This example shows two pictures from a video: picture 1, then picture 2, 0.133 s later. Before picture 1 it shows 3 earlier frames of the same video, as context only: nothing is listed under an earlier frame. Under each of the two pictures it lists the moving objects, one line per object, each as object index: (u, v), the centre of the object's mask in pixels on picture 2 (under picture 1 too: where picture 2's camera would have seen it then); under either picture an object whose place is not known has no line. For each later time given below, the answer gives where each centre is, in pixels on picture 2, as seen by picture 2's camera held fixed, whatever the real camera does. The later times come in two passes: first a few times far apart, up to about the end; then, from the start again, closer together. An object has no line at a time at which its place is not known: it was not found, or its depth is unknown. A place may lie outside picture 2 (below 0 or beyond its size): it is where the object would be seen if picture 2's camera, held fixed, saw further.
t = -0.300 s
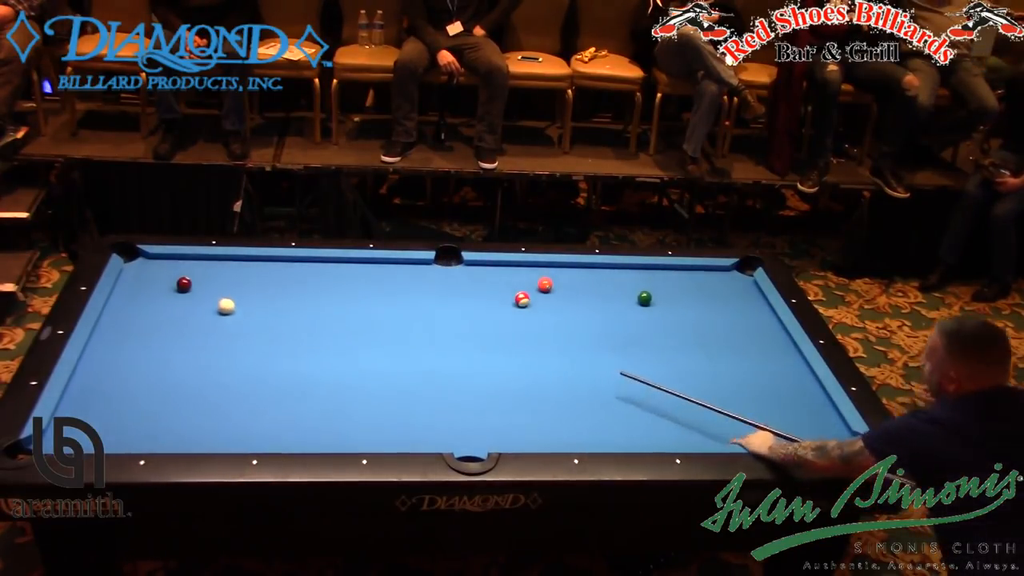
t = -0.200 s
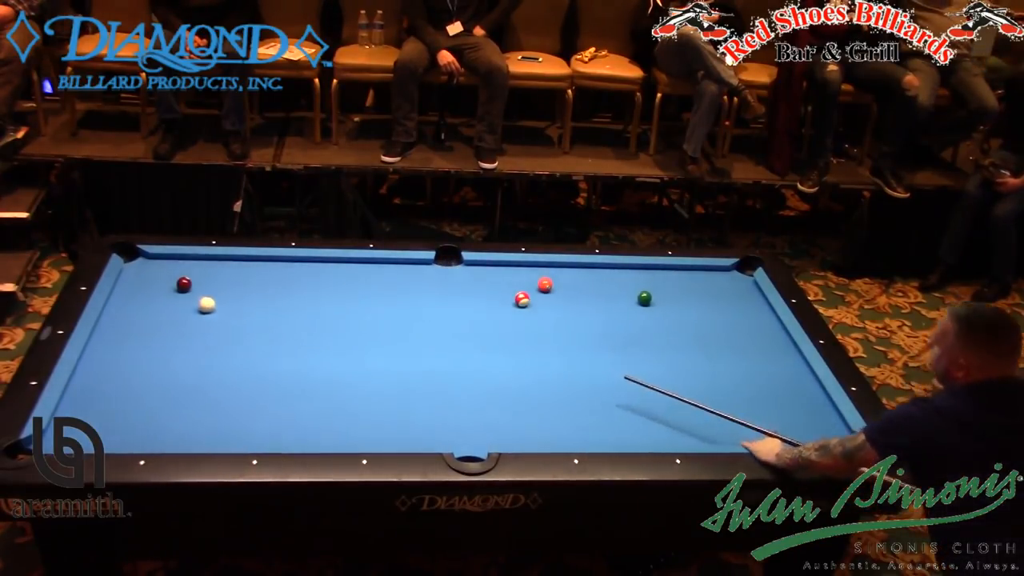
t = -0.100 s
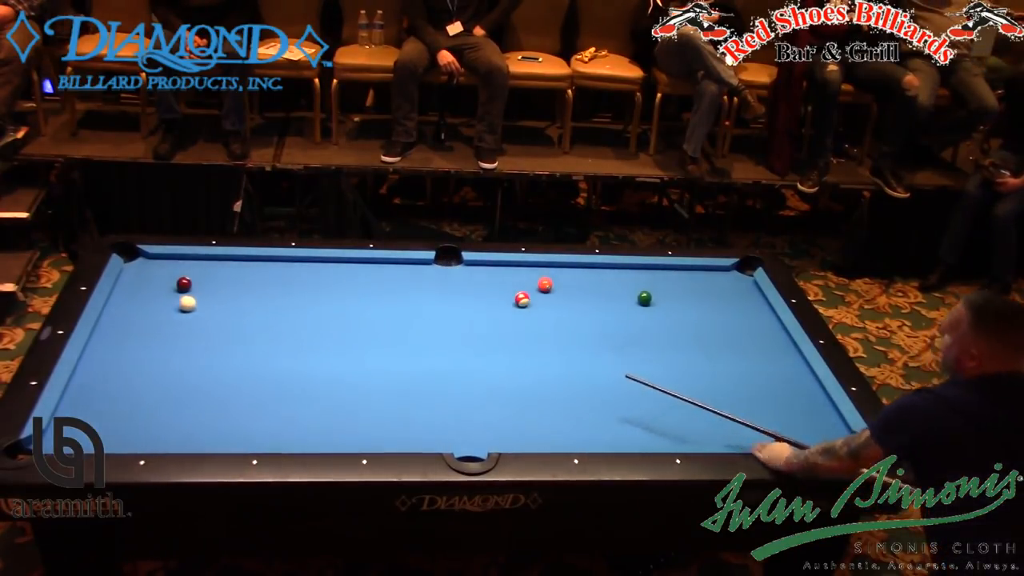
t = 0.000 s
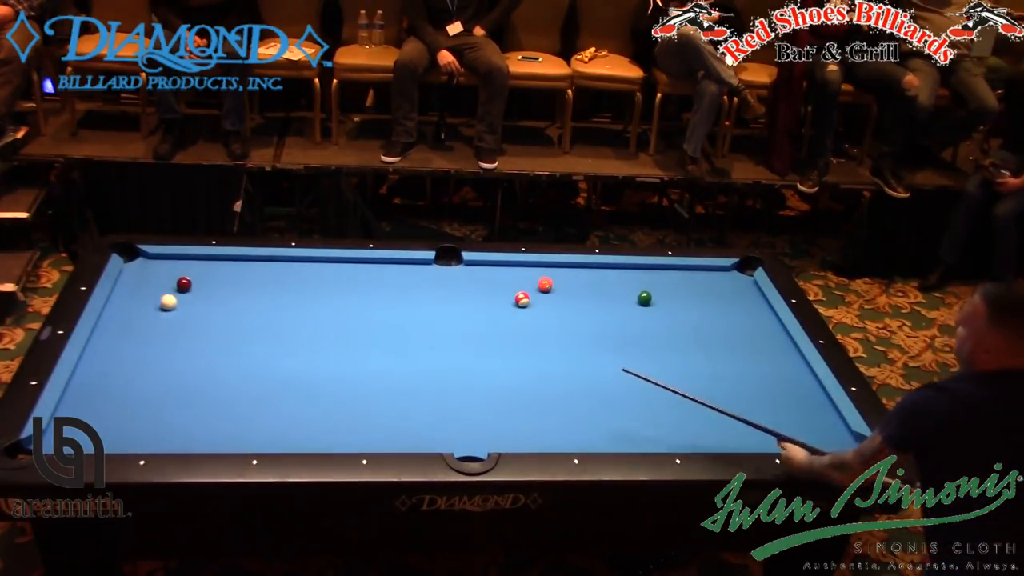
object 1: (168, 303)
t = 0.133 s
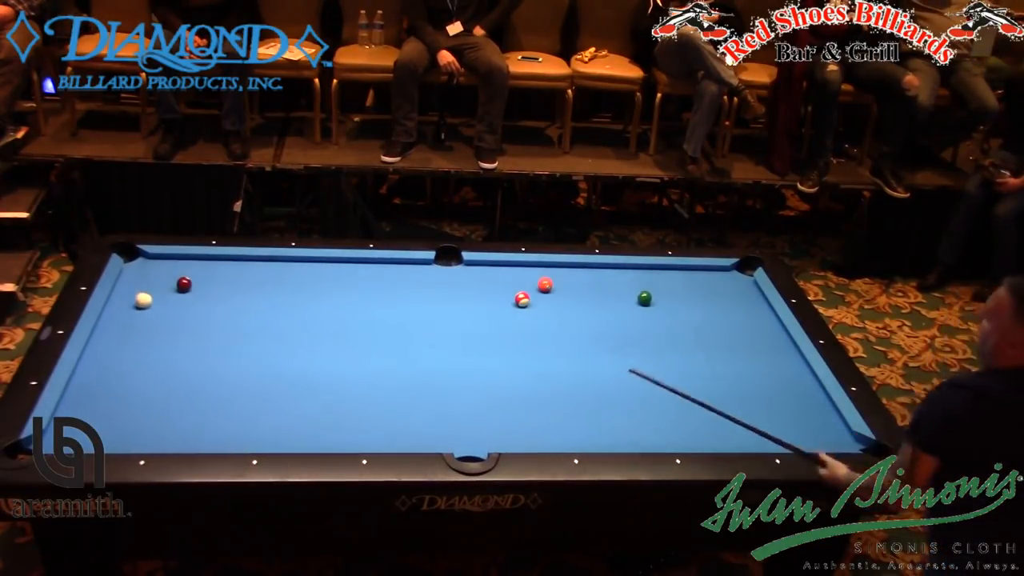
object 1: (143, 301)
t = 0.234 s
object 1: (124, 299)
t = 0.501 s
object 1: (136, 301)
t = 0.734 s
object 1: (157, 303)
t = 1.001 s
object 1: (179, 305)
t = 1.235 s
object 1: (198, 307)
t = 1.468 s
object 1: (215, 309)
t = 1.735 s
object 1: (233, 311)
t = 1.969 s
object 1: (248, 312)
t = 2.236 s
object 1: (263, 313)
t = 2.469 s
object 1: (275, 314)
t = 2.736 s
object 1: (288, 315)
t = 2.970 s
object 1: (297, 316)
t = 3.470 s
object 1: (313, 318)
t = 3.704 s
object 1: (318, 319)
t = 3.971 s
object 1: (323, 319)
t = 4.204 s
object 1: (326, 319)
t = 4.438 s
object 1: (328, 319)
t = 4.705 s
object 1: (329, 319)
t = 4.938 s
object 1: (329, 319)
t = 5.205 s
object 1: (329, 319)
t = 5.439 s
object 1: (329, 319)
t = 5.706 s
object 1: (329, 319)
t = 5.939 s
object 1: (329, 319)
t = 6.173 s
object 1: (329, 319)
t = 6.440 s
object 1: (329, 319)
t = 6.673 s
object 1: (329, 319)
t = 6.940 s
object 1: (329, 319)
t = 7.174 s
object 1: (329, 319)
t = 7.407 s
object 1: (329, 319)
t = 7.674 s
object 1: (329, 319)
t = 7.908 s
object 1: (329, 319)
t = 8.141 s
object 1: (330, 319)
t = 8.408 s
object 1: (329, 319)
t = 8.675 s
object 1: (329, 319)
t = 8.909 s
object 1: (329, 319)
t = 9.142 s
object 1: (328, 319)
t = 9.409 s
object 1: (329, 319)
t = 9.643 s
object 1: (329, 319)
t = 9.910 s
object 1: (329, 319)
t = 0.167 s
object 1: (137, 300)
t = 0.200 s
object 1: (130, 300)
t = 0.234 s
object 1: (124, 299)
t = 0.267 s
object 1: (118, 299)
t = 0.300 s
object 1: (115, 299)
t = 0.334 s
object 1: (119, 299)
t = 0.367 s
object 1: (124, 300)
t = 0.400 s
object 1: (127, 300)
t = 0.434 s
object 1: (130, 300)
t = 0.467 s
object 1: (133, 301)
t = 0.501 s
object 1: (136, 301)
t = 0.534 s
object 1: (139, 301)
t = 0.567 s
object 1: (142, 301)
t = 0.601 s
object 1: (145, 302)
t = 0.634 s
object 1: (148, 302)
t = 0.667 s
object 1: (151, 303)
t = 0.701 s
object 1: (154, 303)
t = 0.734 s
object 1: (157, 303)
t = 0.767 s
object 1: (160, 303)
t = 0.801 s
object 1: (163, 304)
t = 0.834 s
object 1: (166, 304)
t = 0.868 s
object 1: (168, 304)
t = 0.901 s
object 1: (171, 305)
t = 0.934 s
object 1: (174, 305)
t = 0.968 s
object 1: (177, 305)
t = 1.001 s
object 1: (179, 305)
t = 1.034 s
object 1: (182, 306)
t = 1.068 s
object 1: (185, 306)
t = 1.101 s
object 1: (188, 306)
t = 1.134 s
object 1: (190, 306)
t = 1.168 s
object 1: (193, 307)
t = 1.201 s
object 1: (195, 307)
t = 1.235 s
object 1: (198, 307)
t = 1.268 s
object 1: (200, 307)
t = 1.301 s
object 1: (203, 308)
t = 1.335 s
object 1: (205, 308)
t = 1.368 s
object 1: (208, 308)
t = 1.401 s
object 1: (210, 308)
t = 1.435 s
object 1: (213, 309)
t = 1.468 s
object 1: (215, 309)
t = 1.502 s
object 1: (217, 309)
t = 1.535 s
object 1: (220, 309)
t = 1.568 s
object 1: (222, 310)
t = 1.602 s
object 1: (224, 309)
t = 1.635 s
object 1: (227, 310)
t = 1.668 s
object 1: (229, 310)
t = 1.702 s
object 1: (231, 310)
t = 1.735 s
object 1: (233, 311)
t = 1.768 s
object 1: (235, 311)
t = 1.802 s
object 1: (238, 311)
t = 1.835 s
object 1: (240, 311)
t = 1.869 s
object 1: (242, 311)
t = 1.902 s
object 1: (244, 312)
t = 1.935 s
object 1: (246, 312)
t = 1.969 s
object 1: (248, 312)
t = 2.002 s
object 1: (250, 312)
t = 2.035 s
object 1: (252, 312)
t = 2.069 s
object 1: (254, 312)
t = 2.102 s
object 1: (256, 312)
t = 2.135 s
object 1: (258, 313)
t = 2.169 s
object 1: (260, 313)
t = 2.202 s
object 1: (262, 313)
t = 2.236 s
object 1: (263, 313)
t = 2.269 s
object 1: (265, 313)
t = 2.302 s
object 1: (267, 313)
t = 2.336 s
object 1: (268, 314)
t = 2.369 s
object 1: (270, 314)
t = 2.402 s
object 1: (272, 314)
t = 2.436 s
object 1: (274, 314)
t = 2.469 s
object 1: (275, 314)
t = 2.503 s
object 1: (277, 314)
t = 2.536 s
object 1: (278, 314)
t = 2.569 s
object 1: (280, 315)
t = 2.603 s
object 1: (281, 315)
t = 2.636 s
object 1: (283, 315)
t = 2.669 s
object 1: (285, 315)
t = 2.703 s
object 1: (286, 315)
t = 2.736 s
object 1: (288, 315)
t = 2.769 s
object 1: (289, 316)
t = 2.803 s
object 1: (290, 316)
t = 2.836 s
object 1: (292, 316)
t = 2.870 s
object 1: (293, 316)
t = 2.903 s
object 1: (294, 316)
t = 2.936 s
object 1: (296, 316)
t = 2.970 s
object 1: (297, 316)
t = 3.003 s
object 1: (298, 317)
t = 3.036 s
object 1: (299, 317)
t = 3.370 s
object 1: (310, 318)
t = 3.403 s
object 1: (311, 318)
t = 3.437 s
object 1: (312, 318)
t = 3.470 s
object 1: (313, 318)
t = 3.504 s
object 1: (314, 318)
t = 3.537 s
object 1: (314, 319)
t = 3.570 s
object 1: (315, 319)
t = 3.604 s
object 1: (316, 319)
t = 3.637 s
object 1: (317, 319)
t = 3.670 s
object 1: (317, 319)
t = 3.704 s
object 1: (318, 319)
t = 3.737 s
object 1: (319, 319)
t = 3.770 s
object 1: (320, 319)
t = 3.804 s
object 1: (320, 319)
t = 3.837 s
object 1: (321, 319)
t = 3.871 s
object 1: (322, 319)
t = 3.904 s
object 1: (322, 319)
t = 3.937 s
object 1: (323, 319)
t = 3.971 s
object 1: (323, 319)
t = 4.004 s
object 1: (324, 319)
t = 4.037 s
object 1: (324, 319)
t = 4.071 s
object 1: (325, 319)
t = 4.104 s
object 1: (325, 319)
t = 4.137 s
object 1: (326, 319)
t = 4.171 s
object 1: (326, 319)
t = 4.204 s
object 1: (326, 319)
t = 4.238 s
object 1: (327, 319)
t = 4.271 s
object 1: (327, 319)
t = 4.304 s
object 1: (327, 319)
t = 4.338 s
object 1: (328, 319)
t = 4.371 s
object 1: (328, 319)
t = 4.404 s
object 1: (328, 319)
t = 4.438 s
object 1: (328, 319)
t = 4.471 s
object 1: (328, 319)
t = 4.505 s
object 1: (329, 319)
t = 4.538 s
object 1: (329, 319)
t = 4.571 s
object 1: (329, 319)
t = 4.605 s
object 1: (329, 319)
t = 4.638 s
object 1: (329, 319)
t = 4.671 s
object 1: (329, 319)
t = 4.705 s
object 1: (329, 319)
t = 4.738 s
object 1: (329, 319)
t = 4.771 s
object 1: (329, 319)
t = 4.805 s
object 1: (329, 319)
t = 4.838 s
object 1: (329, 319)
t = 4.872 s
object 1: (329, 319)
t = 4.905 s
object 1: (329, 319)
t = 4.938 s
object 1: (329, 319)
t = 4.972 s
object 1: (329, 319)
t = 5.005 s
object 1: (329, 319)
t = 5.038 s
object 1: (329, 319)
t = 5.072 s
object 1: (329, 319)
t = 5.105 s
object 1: (329, 319)
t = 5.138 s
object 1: (329, 319)
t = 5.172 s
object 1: (329, 319)
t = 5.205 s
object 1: (329, 319)
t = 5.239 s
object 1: (329, 319)
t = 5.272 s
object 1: (329, 319)
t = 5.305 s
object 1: (329, 319)
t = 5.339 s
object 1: (329, 319)
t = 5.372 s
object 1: (329, 319)
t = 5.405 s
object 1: (329, 319)
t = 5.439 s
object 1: (329, 319)
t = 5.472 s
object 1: (329, 319)
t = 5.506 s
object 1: (329, 319)
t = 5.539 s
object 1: (329, 319)
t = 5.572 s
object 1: (329, 319)
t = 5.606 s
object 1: (329, 319)
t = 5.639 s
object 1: (329, 319)
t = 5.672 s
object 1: (329, 319)
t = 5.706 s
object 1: (329, 319)
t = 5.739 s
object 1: (329, 319)
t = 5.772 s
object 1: (329, 319)
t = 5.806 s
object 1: (329, 319)
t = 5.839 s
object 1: (329, 319)
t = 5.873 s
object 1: (329, 319)
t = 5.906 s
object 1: (329, 319)
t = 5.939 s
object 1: (329, 319)
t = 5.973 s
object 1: (329, 319)
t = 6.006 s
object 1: (329, 319)
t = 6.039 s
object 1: (329, 319)
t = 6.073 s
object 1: (329, 319)
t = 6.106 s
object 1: (329, 319)
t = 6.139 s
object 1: (329, 319)
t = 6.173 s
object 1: (329, 319)
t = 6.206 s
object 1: (329, 319)
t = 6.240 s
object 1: (329, 319)
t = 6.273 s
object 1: (329, 319)
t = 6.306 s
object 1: (329, 319)
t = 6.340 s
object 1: (329, 319)
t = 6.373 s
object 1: (329, 319)
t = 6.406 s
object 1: (329, 319)
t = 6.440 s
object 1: (329, 319)
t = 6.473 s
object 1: (329, 319)
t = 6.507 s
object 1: (329, 319)
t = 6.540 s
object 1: (329, 319)
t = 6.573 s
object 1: (329, 319)
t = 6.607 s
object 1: (329, 319)
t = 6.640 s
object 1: (329, 319)
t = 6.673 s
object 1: (329, 319)
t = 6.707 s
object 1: (329, 319)
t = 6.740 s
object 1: (329, 319)
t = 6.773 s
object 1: (329, 319)
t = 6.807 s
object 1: (329, 319)
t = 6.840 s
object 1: (329, 319)
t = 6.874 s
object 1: (329, 319)
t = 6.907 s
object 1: (329, 319)
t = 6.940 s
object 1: (329, 319)
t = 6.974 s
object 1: (329, 319)
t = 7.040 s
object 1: (329, 319)
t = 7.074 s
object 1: (329, 319)
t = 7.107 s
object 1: (329, 319)
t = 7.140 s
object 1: (329, 319)
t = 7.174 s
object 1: (329, 319)
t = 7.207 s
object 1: (329, 319)
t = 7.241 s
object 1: (329, 319)
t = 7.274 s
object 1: (329, 319)
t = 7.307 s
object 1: (329, 319)
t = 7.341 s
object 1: (329, 319)
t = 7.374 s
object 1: (329, 319)
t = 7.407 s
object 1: (329, 319)
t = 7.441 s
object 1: (329, 319)
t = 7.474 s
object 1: (329, 319)
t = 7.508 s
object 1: (329, 319)
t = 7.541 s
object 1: (329, 319)
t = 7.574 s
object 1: (329, 319)
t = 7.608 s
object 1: (329, 319)
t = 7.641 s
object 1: (329, 319)
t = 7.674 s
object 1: (329, 319)
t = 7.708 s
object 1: (329, 319)
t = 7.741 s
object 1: (329, 319)
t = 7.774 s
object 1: (329, 319)
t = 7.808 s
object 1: (329, 319)
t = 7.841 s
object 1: (329, 319)
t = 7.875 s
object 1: (329, 319)
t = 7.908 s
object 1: (329, 319)
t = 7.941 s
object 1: (329, 319)
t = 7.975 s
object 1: (329, 319)
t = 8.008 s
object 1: (329, 319)
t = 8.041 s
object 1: (329, 319)
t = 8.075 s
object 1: (329, 319)
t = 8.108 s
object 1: (329, 319)
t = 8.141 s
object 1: (330, 319)
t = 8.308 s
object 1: (324, 315)
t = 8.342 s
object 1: (329, 319)
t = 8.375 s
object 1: (329, 319)
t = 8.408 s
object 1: (329, 319)
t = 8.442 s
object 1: (329, 319)
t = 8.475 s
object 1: (329, 319)
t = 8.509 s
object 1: (329, 319)
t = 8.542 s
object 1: (329, 319)
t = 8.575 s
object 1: (329, 319)
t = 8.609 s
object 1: (329, 319)
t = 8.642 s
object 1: (329, 319)
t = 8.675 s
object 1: (329, 319)
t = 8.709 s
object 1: (329, 319)
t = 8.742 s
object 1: (329, 319)
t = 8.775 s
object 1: (329, 319)
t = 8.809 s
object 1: (329, 319)
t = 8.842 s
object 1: (329, 319)
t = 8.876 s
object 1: (329, 319)
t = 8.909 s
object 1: (329, 319)
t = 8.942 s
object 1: (329, 319)
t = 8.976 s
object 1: (329, 319)
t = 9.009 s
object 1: (329, 319)
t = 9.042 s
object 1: (329, 319)
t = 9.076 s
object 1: (329, 319)
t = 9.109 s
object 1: (329, 319)
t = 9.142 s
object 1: (328, 319)
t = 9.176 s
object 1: (329, 319)
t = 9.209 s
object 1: (329, 319)
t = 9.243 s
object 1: (329, 319)
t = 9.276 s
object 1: (329, 319)
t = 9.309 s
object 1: (329, 319)
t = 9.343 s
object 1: (329, 319)
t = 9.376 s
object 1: (329, 319)
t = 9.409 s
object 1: (329, 319)
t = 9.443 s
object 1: (329, 319)
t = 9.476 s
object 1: (329, 319)
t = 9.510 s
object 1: (329, 319)
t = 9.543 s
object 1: (329, 319)
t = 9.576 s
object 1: (329, 319)
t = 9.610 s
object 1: (329, 319)
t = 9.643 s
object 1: (329, 319)
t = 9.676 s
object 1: (329, 319)
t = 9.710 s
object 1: (329, 319)
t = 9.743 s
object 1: (329, 319)
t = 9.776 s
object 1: (329, 319)
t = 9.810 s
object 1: (329, 319)
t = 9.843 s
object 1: (329, 319)
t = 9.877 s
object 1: (329, 319)
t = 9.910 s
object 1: (329, 319)
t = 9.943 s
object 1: (329, 319)
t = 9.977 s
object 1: (329, 319)
